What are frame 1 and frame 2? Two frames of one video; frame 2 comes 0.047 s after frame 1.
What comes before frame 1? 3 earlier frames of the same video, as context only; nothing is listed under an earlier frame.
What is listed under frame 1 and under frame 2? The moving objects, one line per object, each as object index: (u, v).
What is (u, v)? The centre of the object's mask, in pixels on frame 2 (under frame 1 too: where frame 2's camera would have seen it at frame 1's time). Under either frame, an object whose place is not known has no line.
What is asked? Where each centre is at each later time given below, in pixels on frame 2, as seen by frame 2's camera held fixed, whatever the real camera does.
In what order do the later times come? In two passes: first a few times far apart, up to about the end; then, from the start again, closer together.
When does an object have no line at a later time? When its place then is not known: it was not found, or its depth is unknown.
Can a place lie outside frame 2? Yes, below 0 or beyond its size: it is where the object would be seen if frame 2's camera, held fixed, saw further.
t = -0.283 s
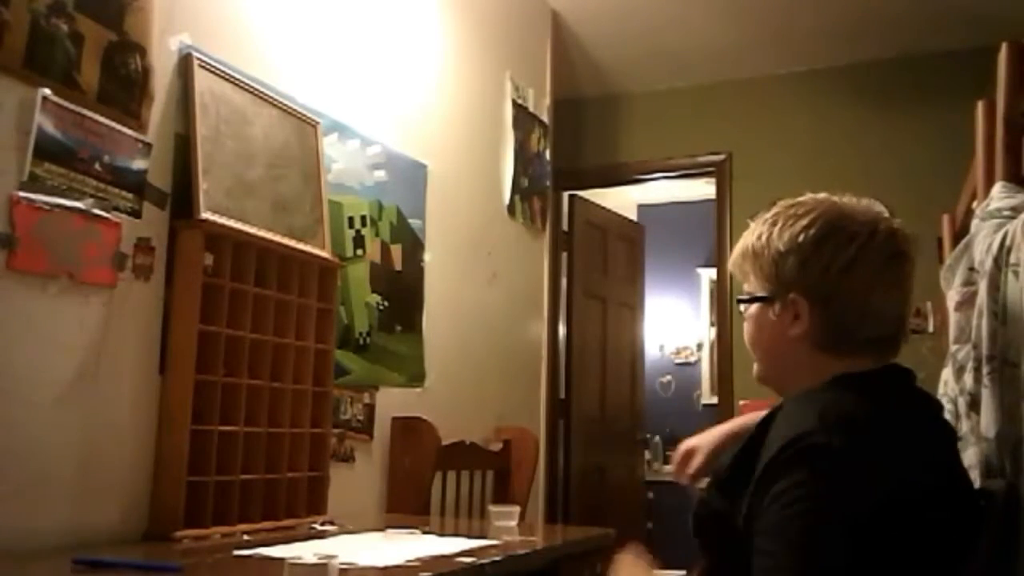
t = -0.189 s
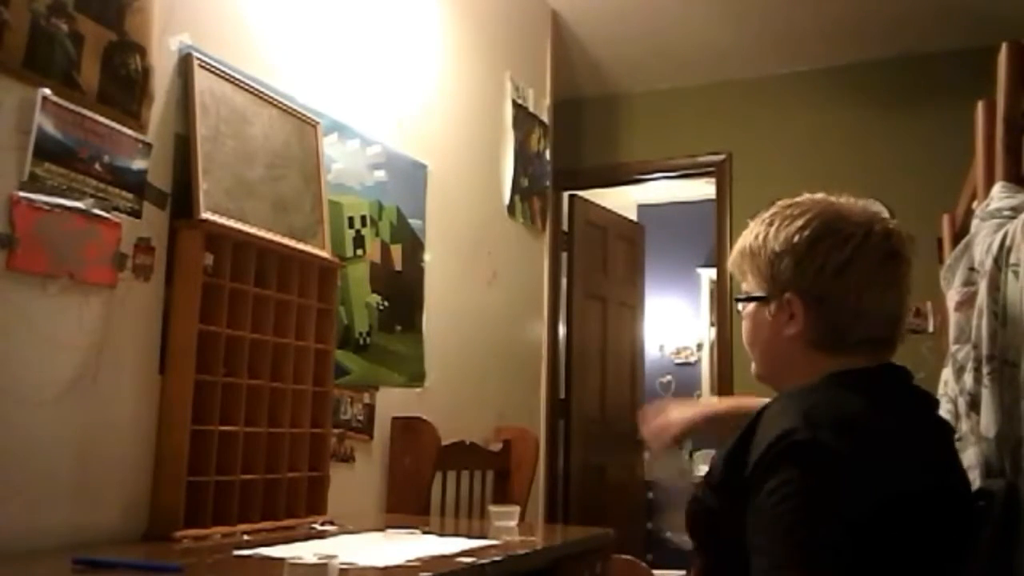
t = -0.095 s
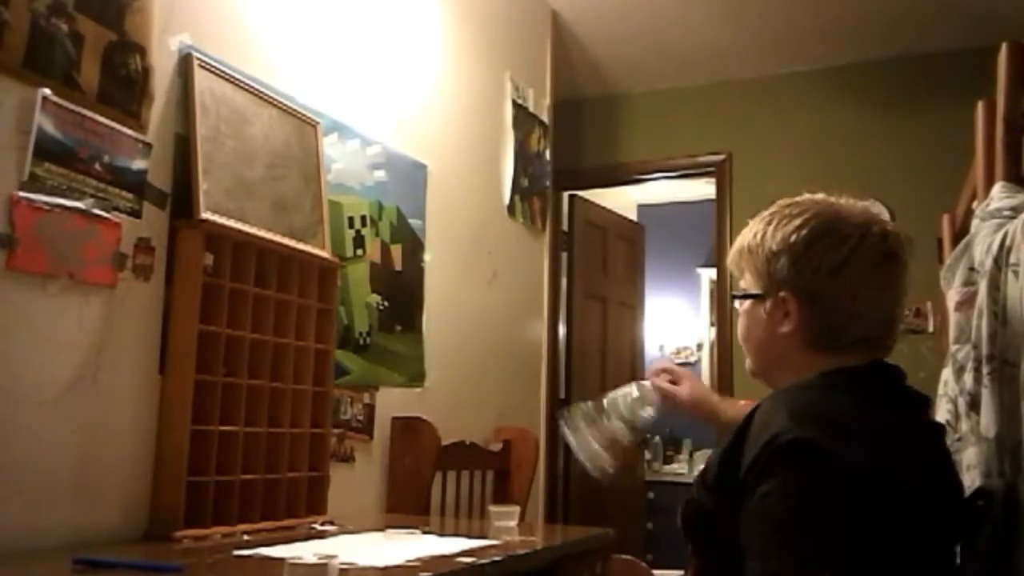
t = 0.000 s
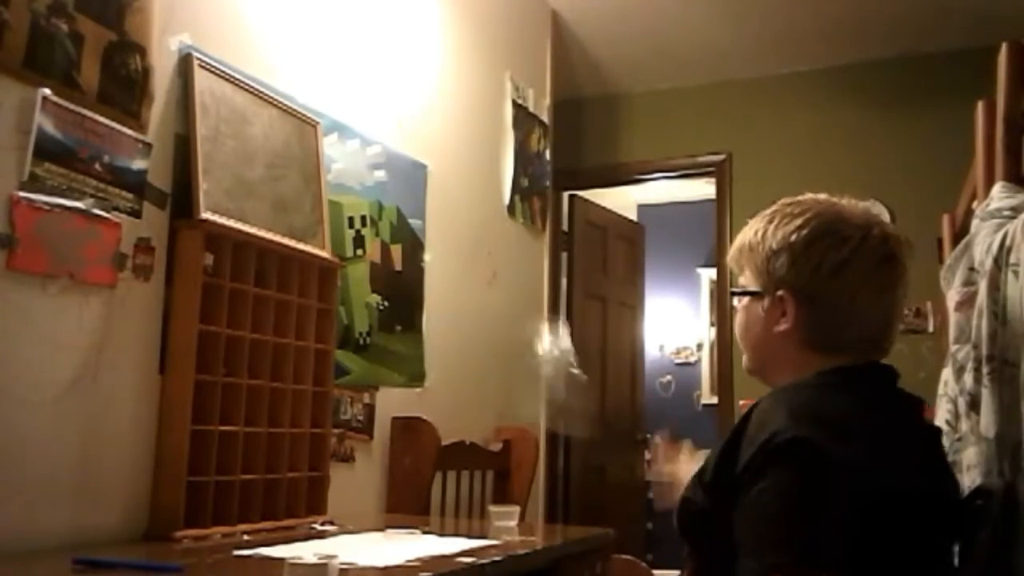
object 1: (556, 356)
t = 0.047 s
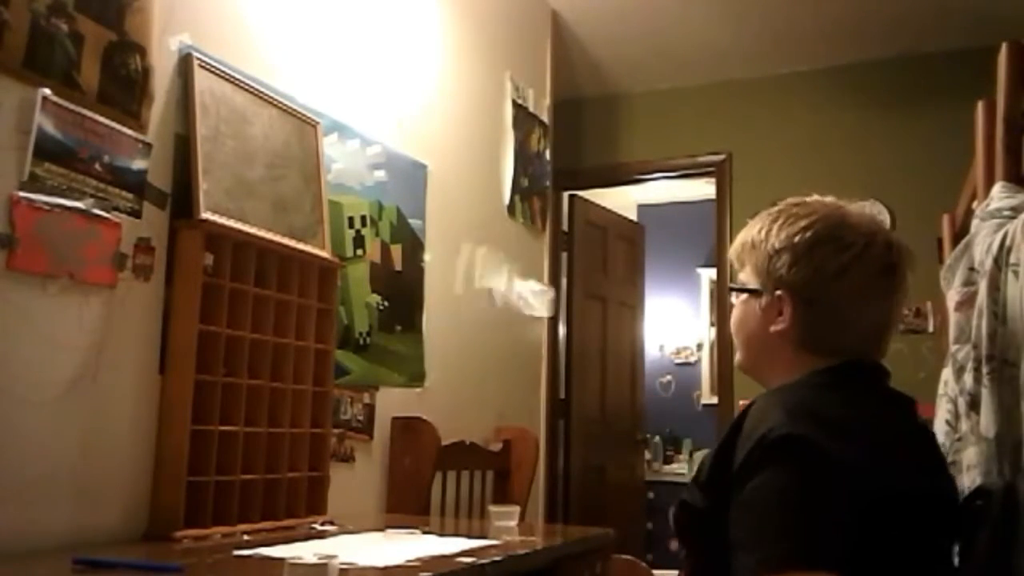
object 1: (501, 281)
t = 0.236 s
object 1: (489, 293)
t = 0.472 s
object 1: (437, 503)
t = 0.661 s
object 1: (411, 502)
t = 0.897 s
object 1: (416, 502)
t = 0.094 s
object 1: (506, 259)
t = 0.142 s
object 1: (504, 261)
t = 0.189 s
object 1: (497, 273)
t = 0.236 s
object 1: (489, 293)
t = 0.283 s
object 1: (477, 325)
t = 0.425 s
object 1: (451, 487)
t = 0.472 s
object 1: (437, 503)
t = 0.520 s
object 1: (427, 503)
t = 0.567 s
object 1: (417, 503)
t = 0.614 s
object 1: (412, 502)
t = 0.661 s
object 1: (411, 502)
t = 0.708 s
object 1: (417, 502)
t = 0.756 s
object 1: (417, 502)
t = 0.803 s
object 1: (417, 502)
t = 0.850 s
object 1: (412, 501)
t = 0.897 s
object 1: (416, 502)
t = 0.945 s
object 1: (417, 502)
